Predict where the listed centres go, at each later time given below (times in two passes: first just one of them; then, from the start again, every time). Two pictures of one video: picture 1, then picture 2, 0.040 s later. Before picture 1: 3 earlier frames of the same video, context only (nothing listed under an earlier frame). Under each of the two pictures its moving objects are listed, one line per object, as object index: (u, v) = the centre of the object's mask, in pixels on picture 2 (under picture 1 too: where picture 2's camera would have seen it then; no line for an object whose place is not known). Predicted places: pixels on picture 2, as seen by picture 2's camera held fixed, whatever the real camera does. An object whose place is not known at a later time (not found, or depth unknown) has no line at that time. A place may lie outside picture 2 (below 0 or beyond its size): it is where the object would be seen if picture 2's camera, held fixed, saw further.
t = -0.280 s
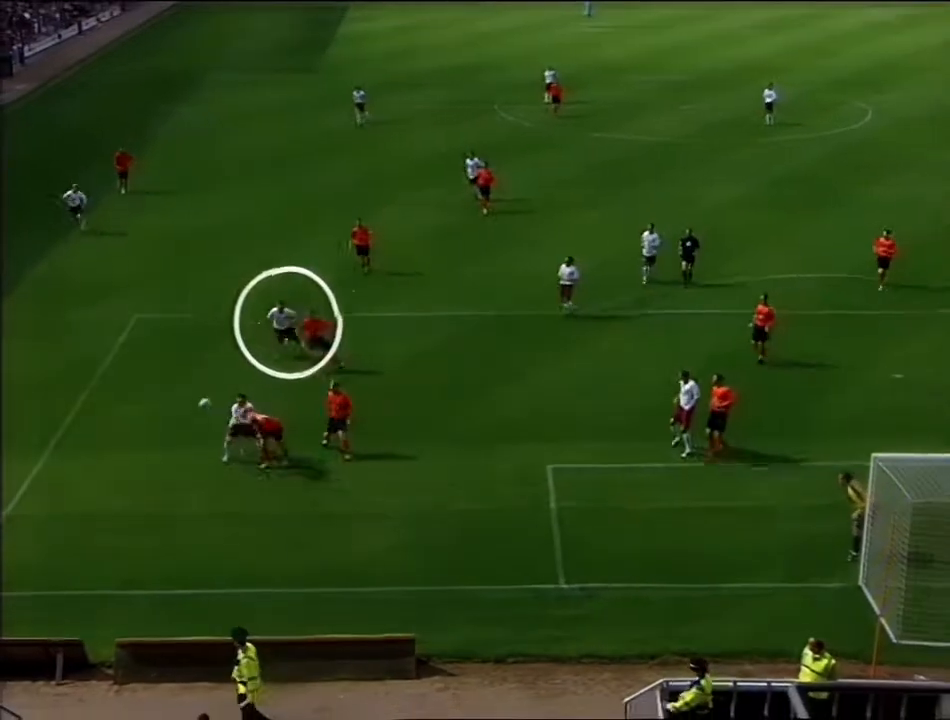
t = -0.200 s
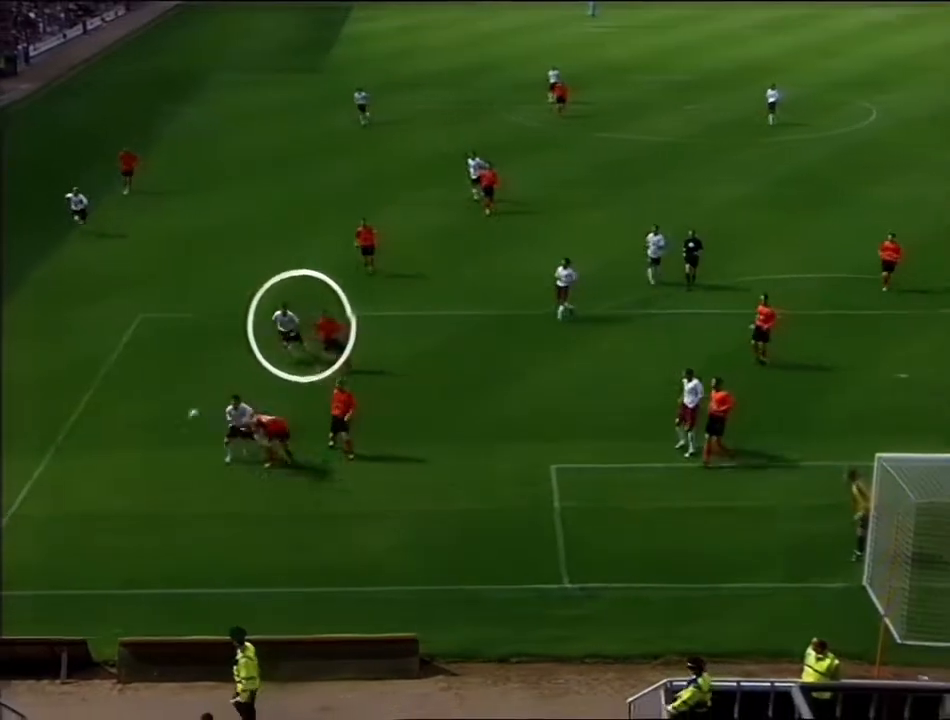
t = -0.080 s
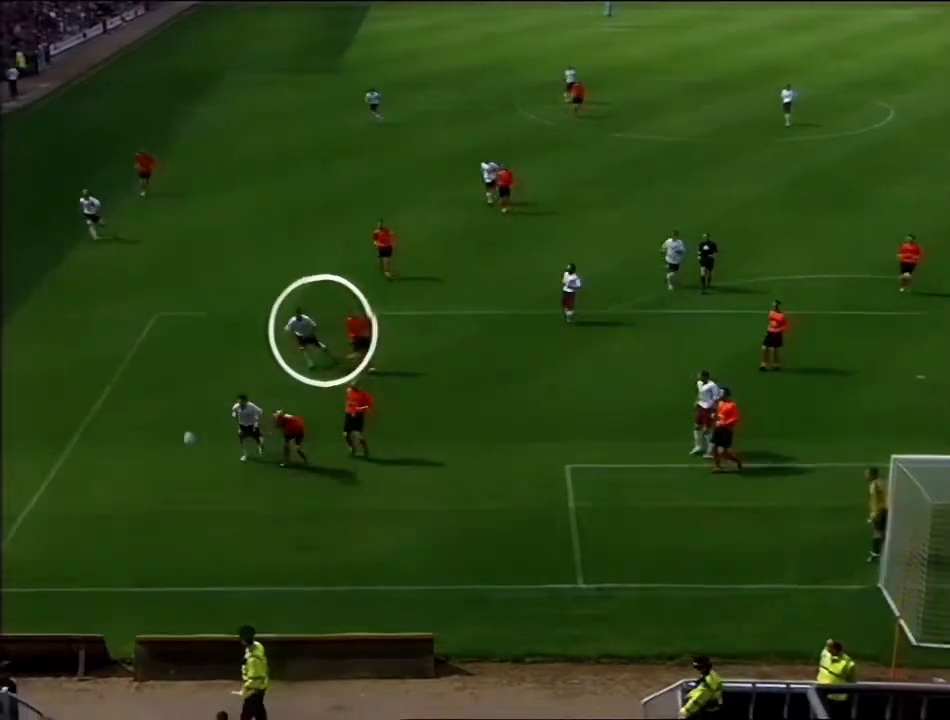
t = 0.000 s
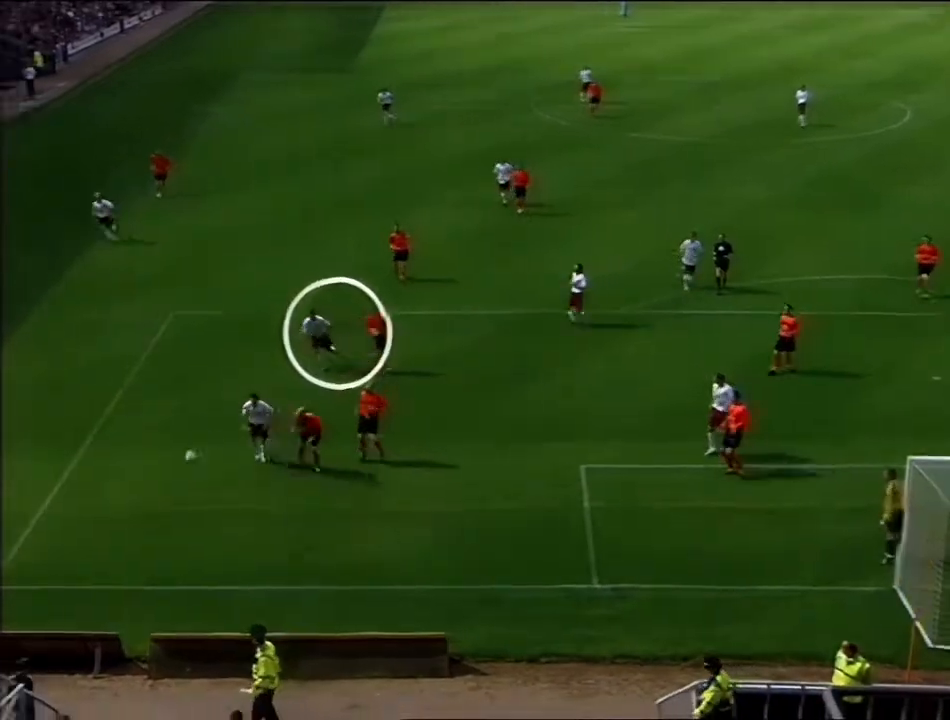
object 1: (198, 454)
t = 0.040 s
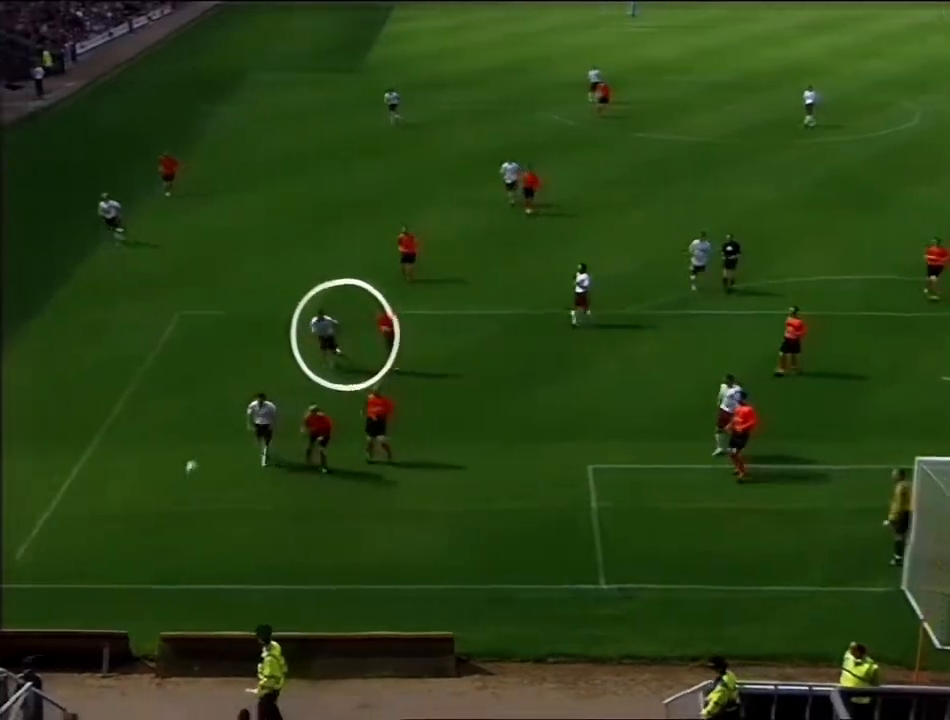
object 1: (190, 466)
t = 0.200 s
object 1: (162, 522)
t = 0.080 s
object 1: (183, 478)
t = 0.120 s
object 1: (176, 492)
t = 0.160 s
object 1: (170, 506)
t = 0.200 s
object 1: (162, 522)
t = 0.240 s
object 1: (154, 539)
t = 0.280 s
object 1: (148, 556)
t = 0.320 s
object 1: (141, 575)
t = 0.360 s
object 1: (134, 594)
